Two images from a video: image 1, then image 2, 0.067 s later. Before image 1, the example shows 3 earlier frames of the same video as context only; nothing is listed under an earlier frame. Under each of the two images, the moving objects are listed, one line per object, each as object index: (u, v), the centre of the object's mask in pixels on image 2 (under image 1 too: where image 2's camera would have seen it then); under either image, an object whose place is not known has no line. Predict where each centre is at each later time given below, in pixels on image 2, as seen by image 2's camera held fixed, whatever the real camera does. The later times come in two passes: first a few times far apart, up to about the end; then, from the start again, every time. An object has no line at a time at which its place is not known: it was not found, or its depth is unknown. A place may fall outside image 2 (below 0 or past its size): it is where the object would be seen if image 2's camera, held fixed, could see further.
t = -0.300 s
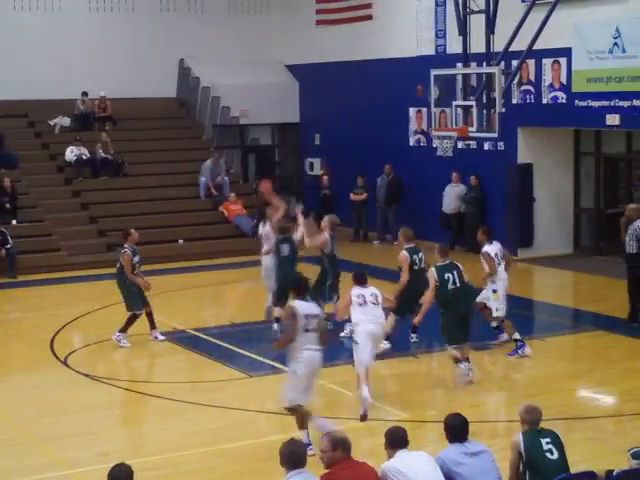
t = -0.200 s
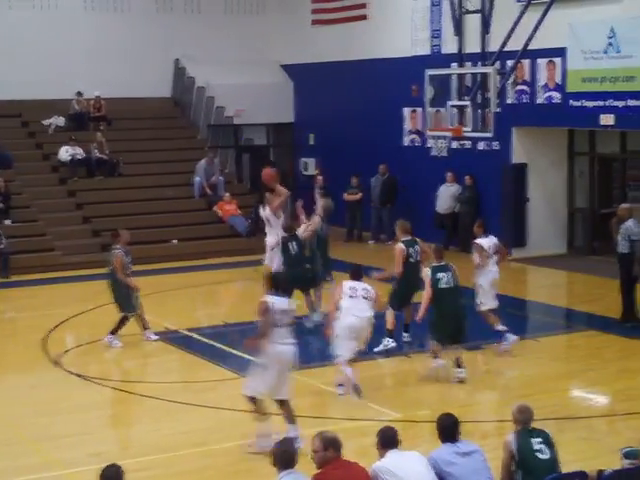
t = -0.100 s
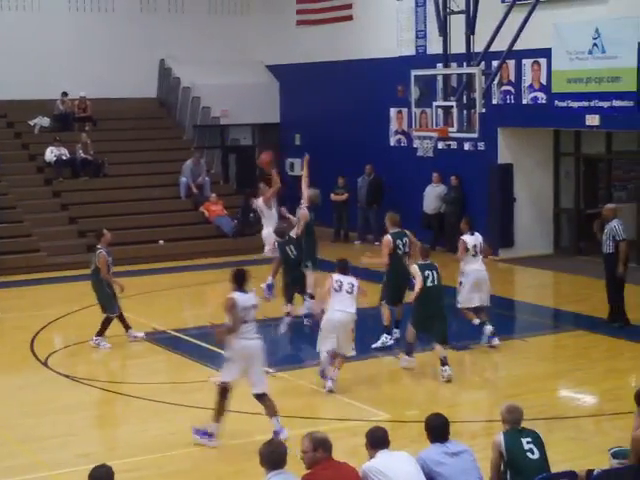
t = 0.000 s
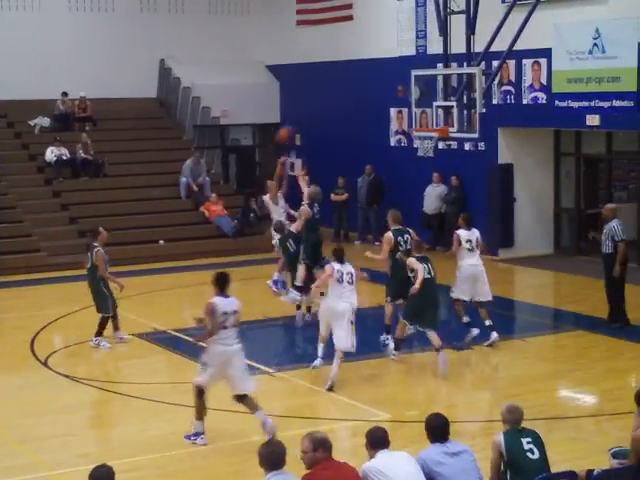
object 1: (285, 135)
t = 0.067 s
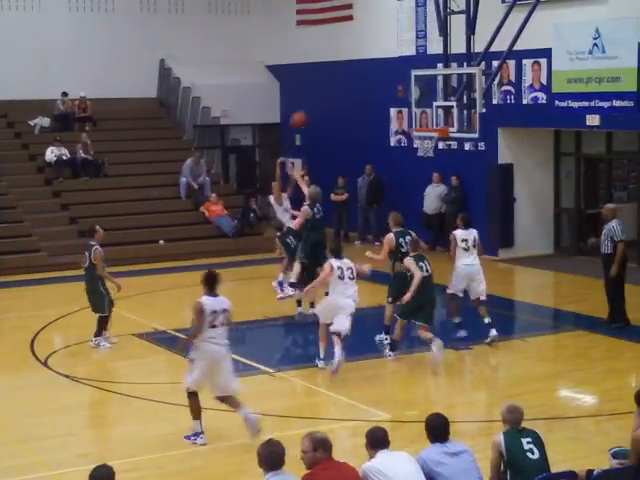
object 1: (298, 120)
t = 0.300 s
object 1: (346, 89)
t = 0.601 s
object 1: (406, 101)
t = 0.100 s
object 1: (305, 113)
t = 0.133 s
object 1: (312, 107)
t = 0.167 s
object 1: (318, 102)
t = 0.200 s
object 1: (325, 98)
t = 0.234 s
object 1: (332, 95)
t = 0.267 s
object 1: (339, 92)
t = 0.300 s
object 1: (346, 89)
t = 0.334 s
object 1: (353, 88)
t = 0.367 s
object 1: (359, 87)
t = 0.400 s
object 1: (367, 87)
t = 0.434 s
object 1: (373, 88)
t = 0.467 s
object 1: (380, 89)
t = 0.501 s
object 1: (387, 90)
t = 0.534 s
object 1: (394, 93)
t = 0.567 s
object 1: (401, 96)
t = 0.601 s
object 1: (406, 101)
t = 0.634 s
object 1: (414, 104)
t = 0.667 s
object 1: (422, 111)
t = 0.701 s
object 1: (429, 118)
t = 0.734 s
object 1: (432, 121)
